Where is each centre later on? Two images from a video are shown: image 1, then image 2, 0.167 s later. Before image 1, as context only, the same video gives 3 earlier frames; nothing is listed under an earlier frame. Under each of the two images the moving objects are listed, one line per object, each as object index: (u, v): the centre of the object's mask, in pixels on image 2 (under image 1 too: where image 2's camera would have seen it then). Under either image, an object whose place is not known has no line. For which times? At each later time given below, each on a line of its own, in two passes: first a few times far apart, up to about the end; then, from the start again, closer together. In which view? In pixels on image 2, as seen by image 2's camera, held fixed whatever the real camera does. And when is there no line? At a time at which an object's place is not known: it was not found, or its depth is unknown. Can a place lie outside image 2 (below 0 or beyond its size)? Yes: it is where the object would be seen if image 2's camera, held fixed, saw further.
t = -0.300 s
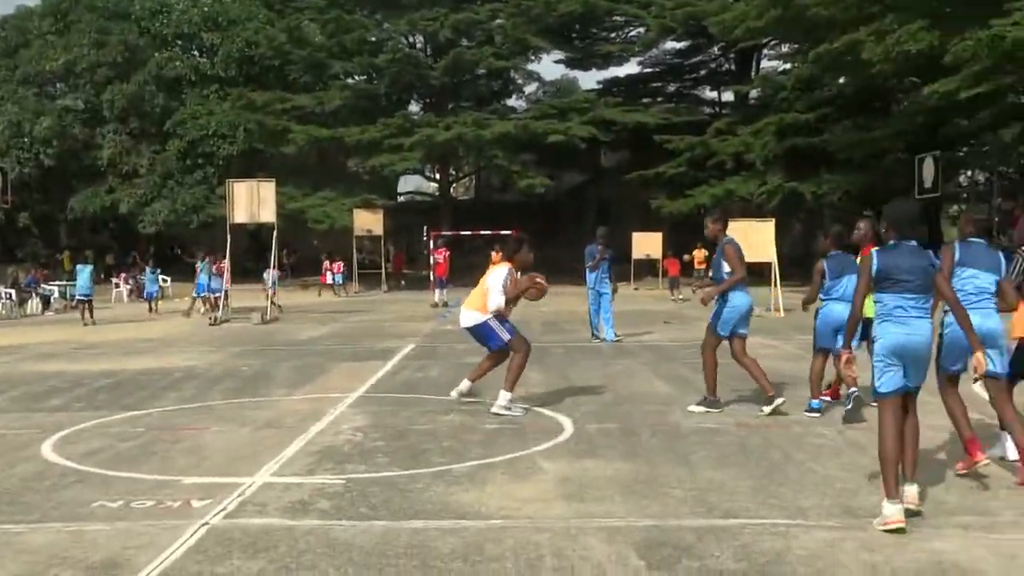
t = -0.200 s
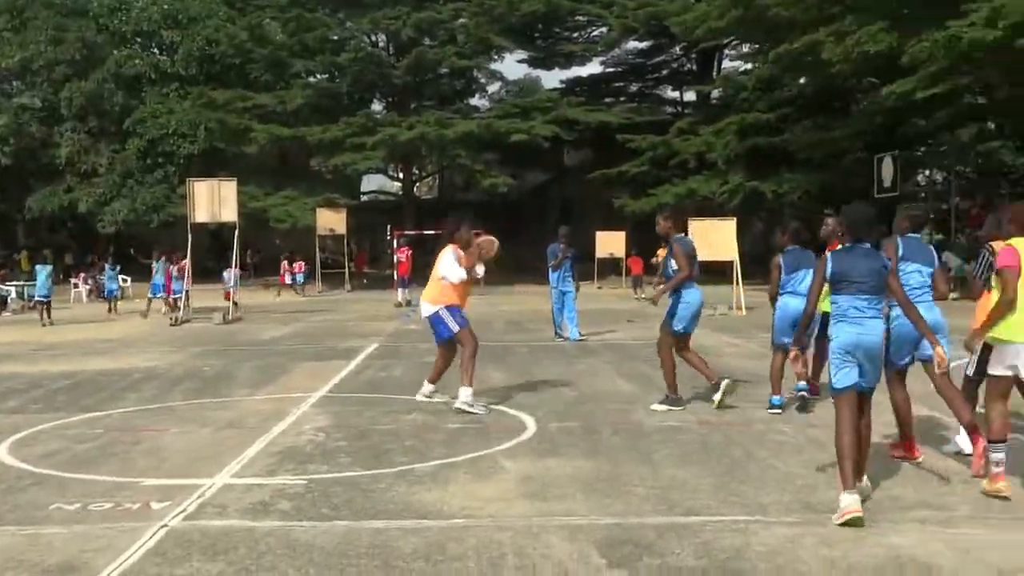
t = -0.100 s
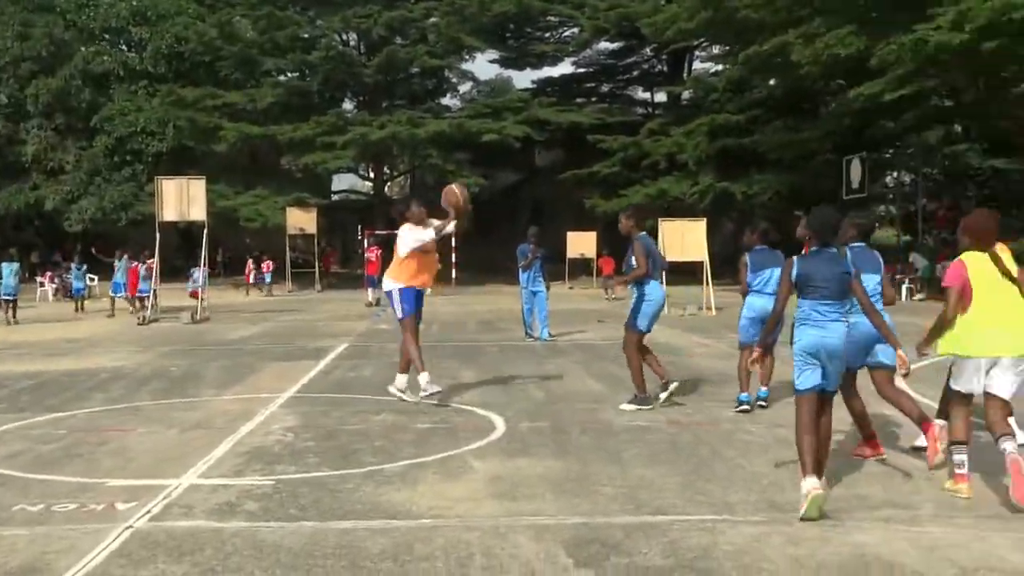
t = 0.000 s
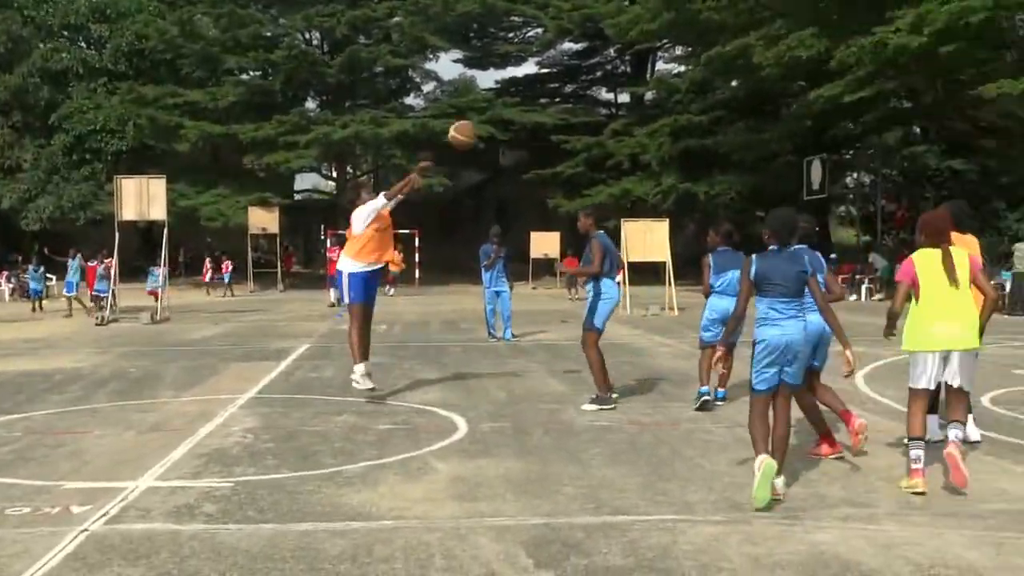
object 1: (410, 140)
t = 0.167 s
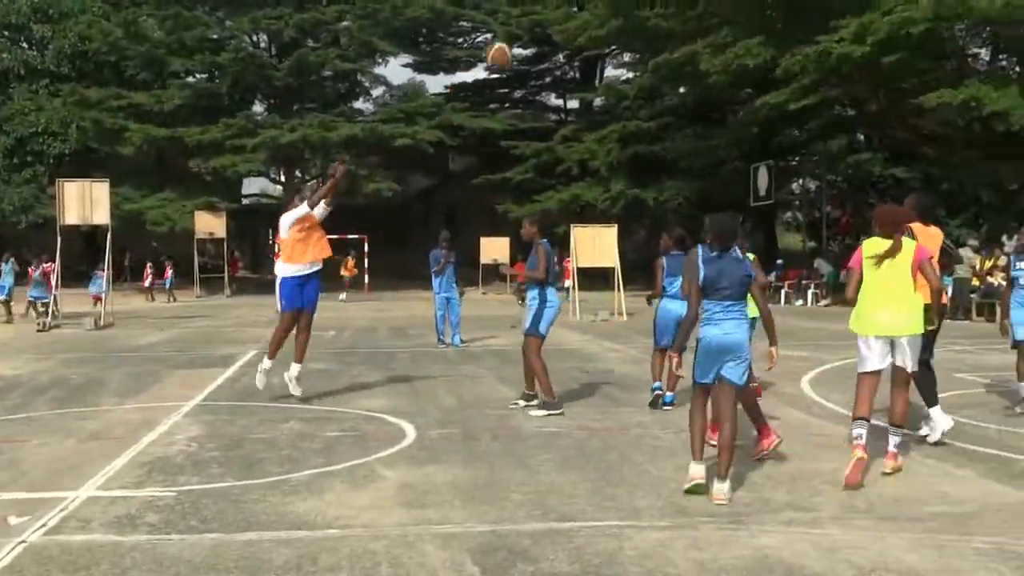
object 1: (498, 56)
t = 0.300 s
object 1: (571, 12)
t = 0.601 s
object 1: (747, -16)
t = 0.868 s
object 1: (912, 63)
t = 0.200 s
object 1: (517, 45)
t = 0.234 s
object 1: (536, 32)
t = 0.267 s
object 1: (552, 20)
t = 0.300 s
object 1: (571, 12)
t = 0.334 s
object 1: (589, 1)
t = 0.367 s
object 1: (609, -6)
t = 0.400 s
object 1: (630, -10)
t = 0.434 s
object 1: (649, -14)
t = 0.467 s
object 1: (668, -18)
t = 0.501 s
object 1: (689, -19)
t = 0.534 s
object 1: (710, -19)
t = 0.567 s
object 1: (727, -18)
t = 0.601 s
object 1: (747, -16)
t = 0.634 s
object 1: (767, -11)
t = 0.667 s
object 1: (787, -5)
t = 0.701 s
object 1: (806, 3)
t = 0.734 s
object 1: (826, 12)
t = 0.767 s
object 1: (846, 20)
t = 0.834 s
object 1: (889, 47)
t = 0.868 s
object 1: (912, 63)
